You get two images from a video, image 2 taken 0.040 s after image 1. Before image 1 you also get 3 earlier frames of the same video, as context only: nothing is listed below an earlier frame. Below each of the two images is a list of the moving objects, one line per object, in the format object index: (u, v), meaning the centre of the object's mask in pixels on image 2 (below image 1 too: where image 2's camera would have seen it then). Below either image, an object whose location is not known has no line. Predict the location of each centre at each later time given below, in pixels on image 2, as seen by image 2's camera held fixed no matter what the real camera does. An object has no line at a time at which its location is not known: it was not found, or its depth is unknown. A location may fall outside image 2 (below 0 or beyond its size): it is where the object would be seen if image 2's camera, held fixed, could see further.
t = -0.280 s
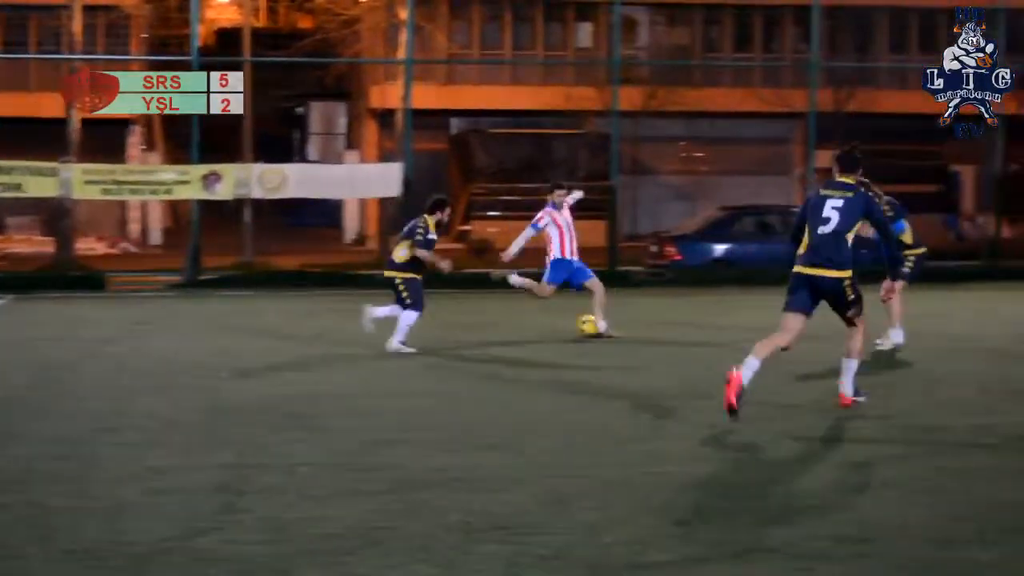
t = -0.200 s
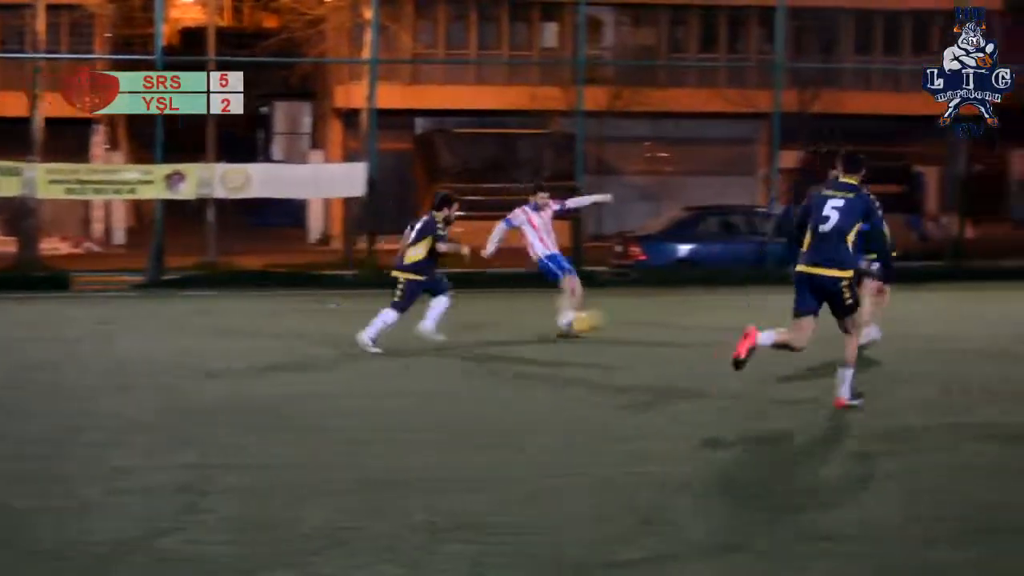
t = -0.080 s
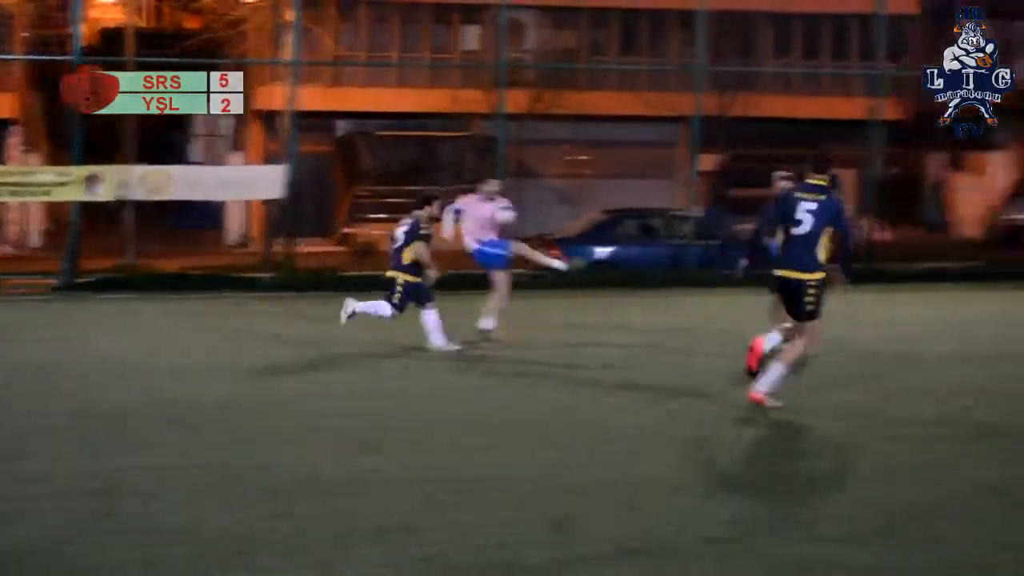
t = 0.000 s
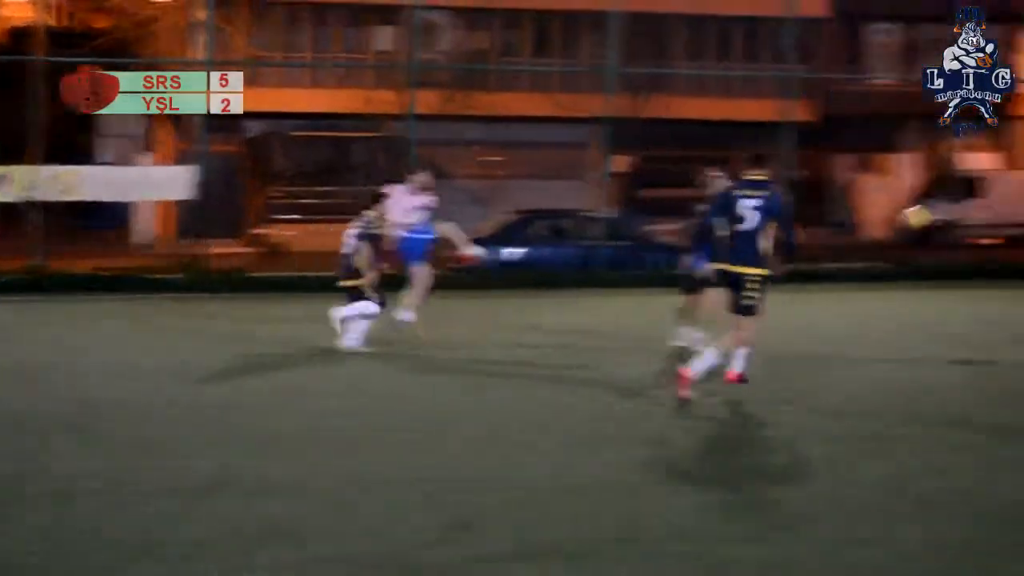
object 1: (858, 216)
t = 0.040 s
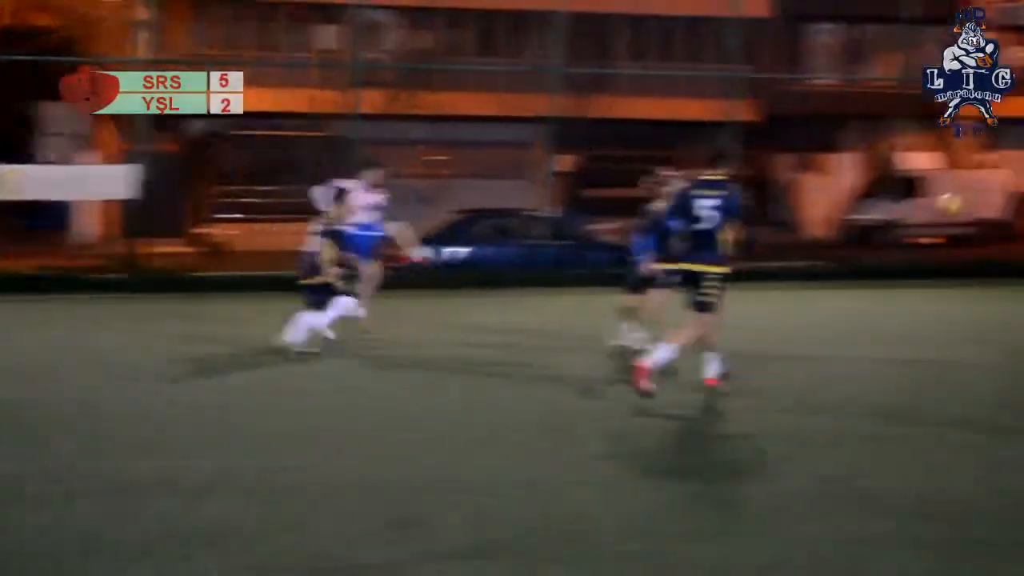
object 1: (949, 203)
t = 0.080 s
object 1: (1039, 195)
